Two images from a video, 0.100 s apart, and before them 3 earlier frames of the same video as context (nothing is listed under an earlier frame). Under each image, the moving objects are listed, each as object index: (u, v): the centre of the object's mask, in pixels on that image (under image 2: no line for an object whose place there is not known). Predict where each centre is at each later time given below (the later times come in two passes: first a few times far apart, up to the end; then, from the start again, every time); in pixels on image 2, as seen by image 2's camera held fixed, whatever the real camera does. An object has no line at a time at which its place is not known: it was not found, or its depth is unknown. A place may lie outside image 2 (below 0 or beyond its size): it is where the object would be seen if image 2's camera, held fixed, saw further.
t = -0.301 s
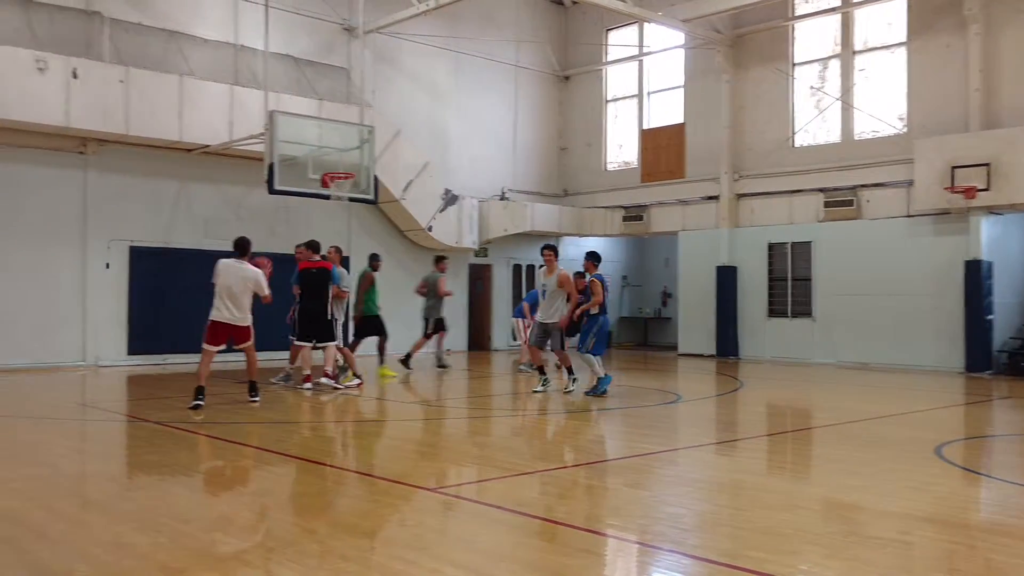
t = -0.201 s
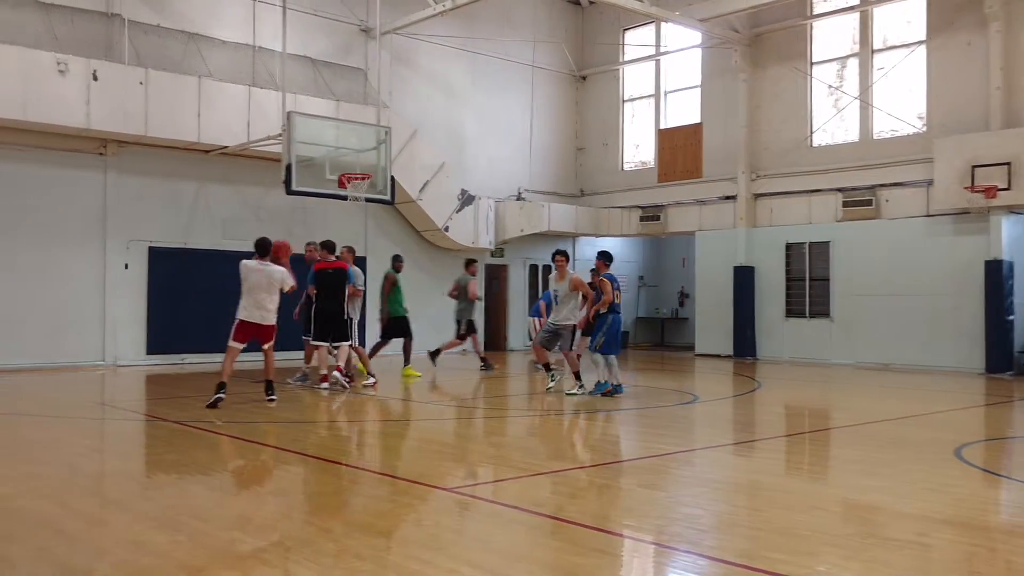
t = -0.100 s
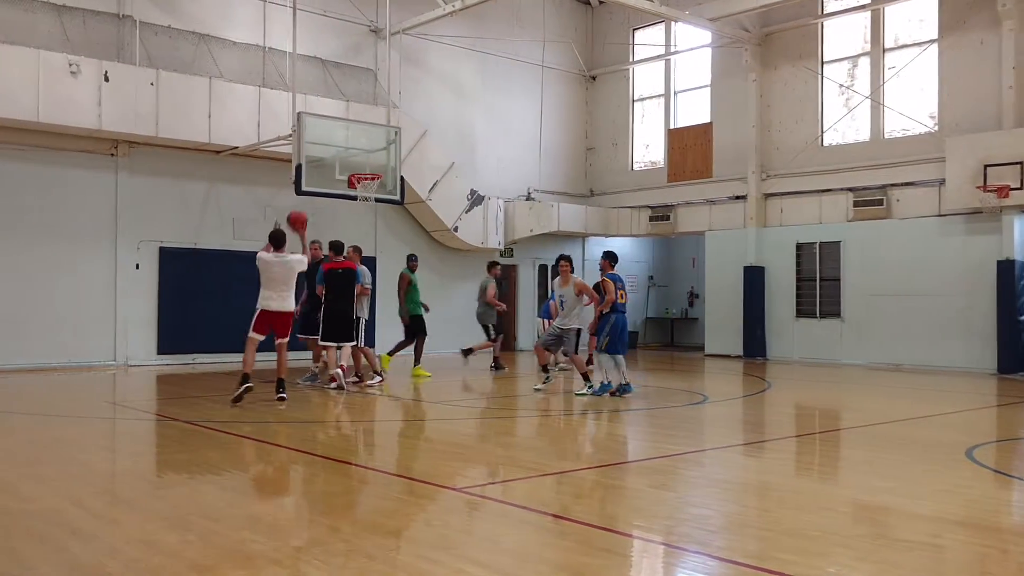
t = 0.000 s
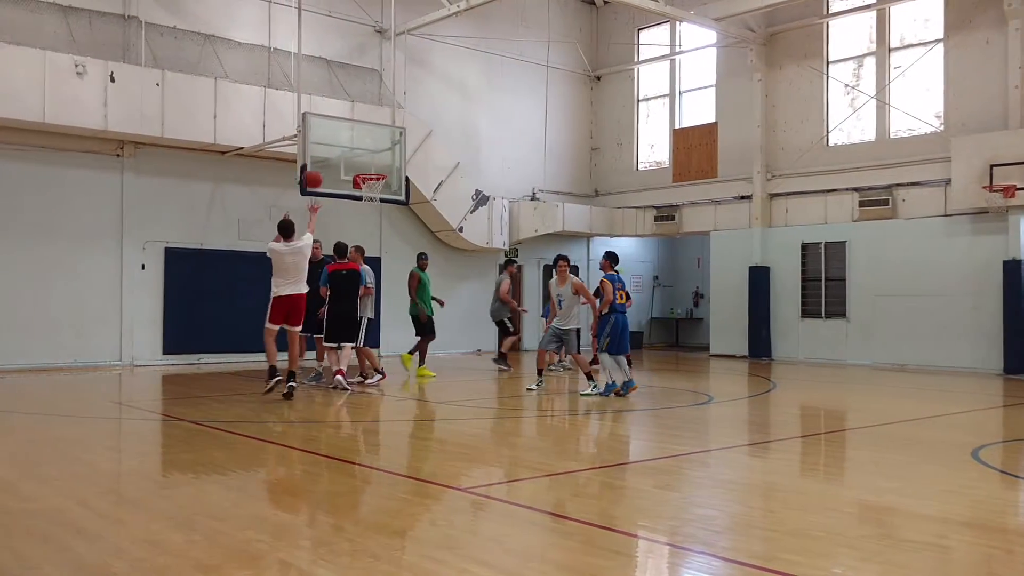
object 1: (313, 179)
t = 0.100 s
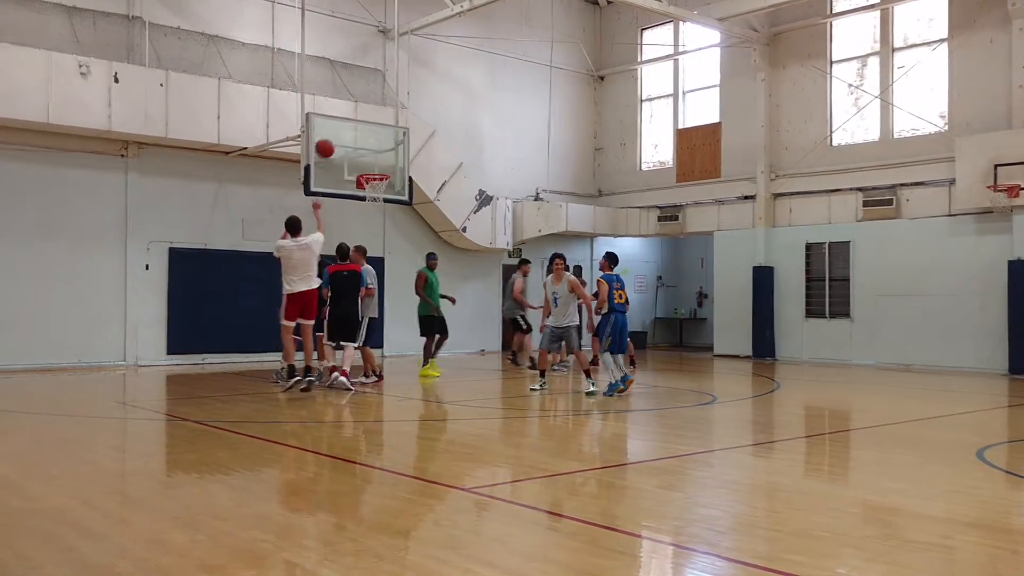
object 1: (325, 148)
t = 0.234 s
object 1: (336, 122)
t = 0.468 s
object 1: (353, 112)
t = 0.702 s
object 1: (366, 138)
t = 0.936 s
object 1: (377, 190)
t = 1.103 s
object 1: (379, 211)
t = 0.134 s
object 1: (328, 140)
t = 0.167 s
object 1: (330, 133)
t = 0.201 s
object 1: (333, 127)
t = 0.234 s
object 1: (336, 122)
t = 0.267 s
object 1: (339, 118)
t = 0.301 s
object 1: (341, 115)
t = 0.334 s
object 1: (343, 113)
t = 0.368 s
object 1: (346, 111)
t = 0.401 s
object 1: (348, 111)
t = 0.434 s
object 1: (351, 111)
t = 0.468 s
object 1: (353, 112)
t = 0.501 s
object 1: (355, 113)
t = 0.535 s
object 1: (357, 116)
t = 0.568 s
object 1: (359, 119)
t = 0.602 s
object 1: (361, 123)
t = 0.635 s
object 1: (363, 127)
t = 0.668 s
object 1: (365, 132)
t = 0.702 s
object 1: (366, 138)
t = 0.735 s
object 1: (369, 145)
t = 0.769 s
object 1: (370, 152)
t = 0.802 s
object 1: (372, 160)
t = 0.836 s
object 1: (374, 168)
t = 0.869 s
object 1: (376, 174)
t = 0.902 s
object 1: (377, 185)
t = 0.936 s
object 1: (377, 190)
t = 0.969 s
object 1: (378, 194)
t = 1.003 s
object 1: (378, 197)
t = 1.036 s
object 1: (379, 202)
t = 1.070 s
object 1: (379, 206)
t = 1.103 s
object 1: (379, 211)
